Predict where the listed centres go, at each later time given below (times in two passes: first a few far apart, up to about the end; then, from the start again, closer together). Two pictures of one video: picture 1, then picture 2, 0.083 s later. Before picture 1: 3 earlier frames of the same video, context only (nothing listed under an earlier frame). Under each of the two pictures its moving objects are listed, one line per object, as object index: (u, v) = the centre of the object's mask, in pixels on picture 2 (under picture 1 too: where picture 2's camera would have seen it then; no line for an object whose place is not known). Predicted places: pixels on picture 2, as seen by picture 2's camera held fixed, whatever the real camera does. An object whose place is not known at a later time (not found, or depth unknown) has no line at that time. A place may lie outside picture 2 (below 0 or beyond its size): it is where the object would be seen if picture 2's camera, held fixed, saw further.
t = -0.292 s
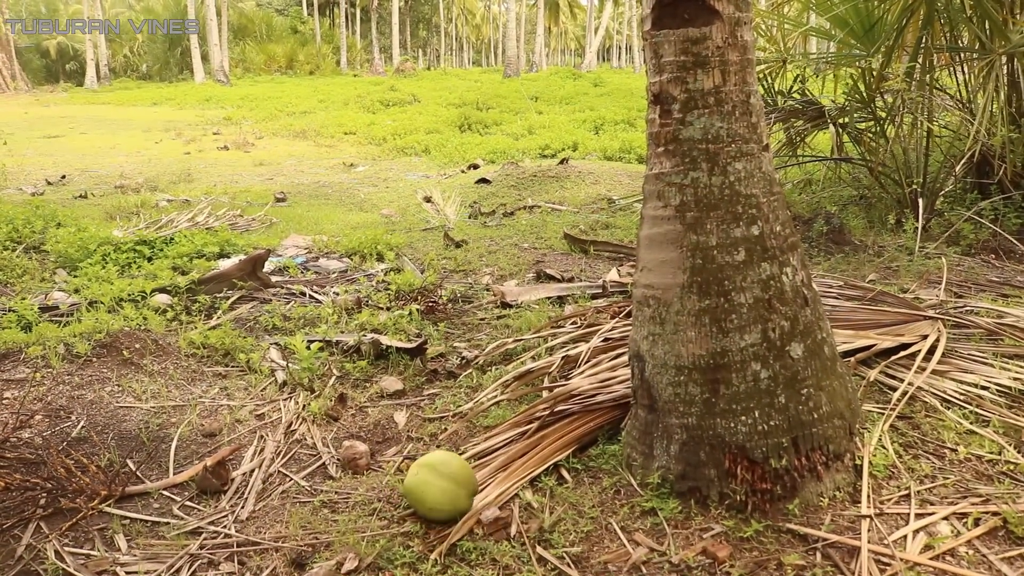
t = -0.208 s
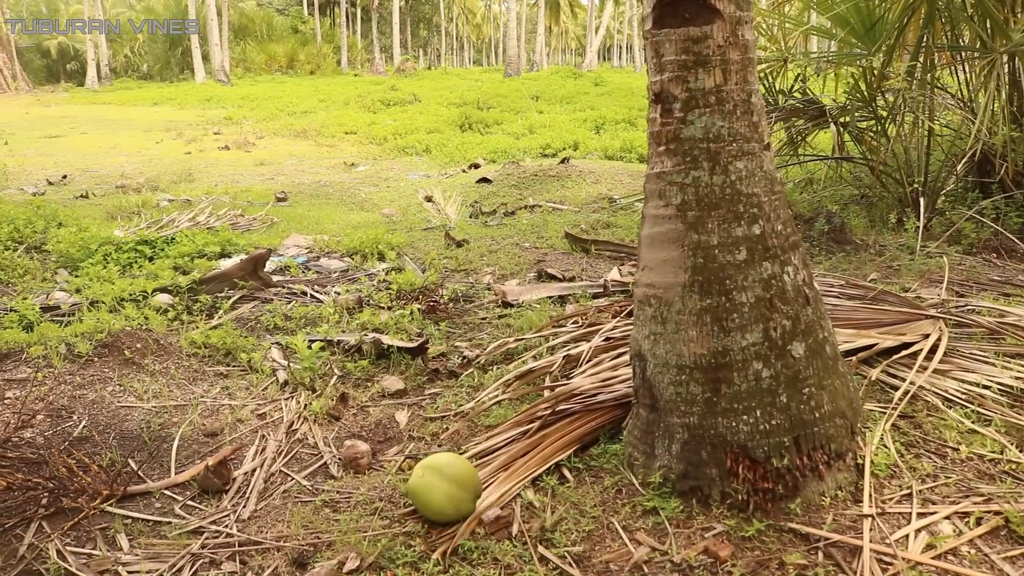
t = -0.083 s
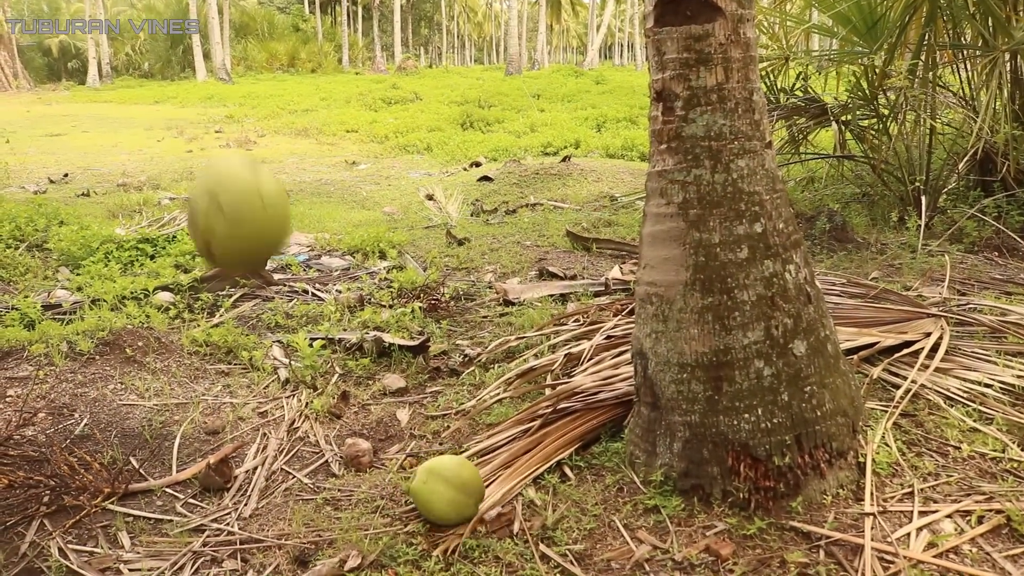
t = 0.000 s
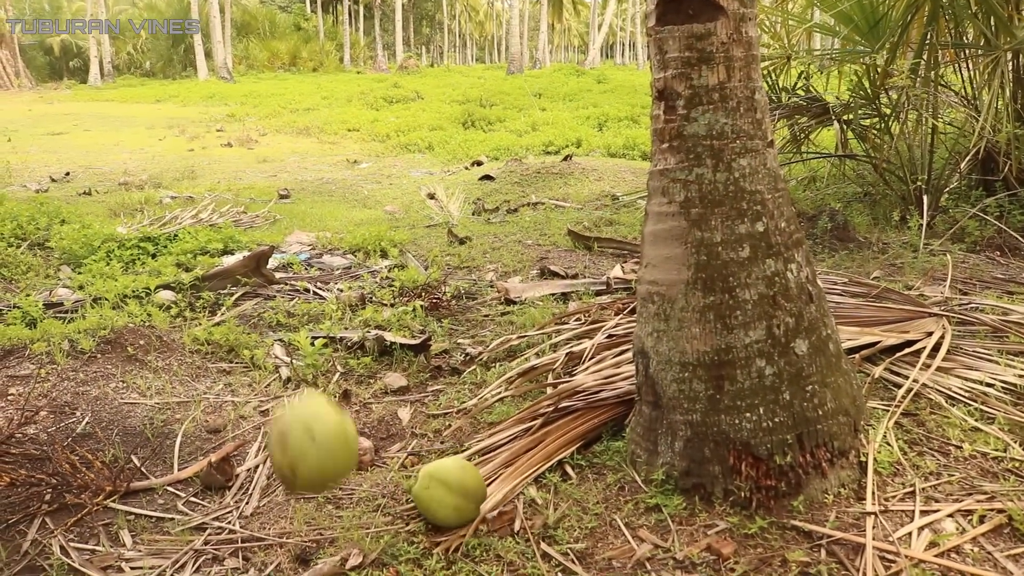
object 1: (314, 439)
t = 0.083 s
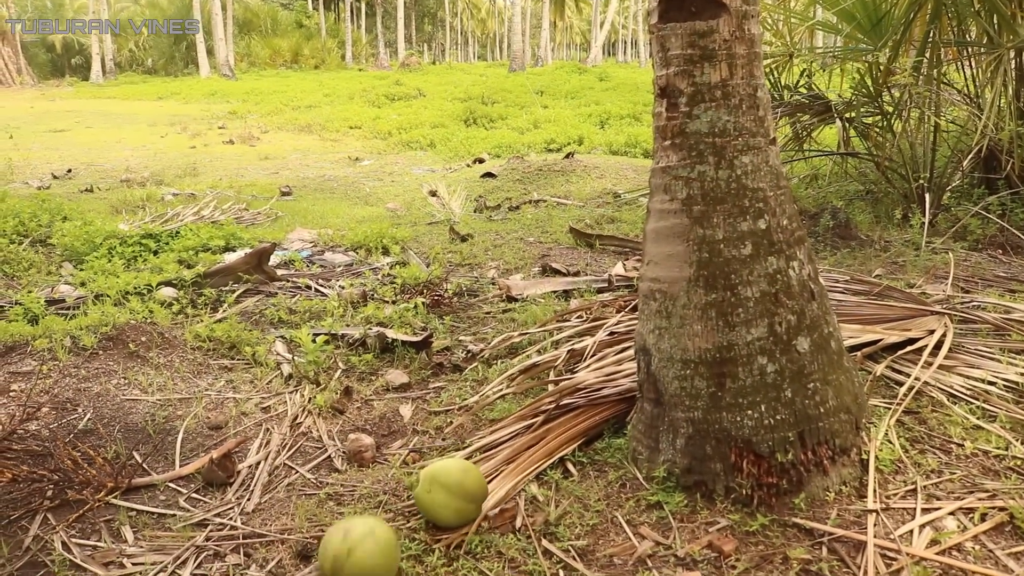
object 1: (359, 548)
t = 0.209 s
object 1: (384, 457)
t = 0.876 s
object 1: (480, 376)
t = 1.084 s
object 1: (489, 349)
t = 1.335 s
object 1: (491, 327)
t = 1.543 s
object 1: (504, 315)
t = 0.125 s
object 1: (367, 517)
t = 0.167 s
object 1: (376, 483)
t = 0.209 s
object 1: (384, 457)
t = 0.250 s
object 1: (391, 439)
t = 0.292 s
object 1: (400, 425)
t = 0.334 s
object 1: (409, 418)
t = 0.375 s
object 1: (417, 417)
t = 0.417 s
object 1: (426, 420)
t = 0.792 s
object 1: (476, 390)
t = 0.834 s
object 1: (478, 381)
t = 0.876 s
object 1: (480, 376)
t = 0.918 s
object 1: (482, 367)
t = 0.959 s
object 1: (484, 360)
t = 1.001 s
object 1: (486, 356)
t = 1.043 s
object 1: (487, 353)
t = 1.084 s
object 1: (489, 349)
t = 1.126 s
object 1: (489, 343)
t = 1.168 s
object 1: (490, 340)
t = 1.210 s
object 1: (490, 335)
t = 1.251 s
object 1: (491, 329)
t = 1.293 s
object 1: (491, 327)
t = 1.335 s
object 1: (491, 327)
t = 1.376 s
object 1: (494, 326)
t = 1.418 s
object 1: (497, 324)
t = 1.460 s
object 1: (499, 321)
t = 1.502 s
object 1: (501, 318)
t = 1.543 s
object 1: (504, 315)
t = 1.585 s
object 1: (507, 314)
